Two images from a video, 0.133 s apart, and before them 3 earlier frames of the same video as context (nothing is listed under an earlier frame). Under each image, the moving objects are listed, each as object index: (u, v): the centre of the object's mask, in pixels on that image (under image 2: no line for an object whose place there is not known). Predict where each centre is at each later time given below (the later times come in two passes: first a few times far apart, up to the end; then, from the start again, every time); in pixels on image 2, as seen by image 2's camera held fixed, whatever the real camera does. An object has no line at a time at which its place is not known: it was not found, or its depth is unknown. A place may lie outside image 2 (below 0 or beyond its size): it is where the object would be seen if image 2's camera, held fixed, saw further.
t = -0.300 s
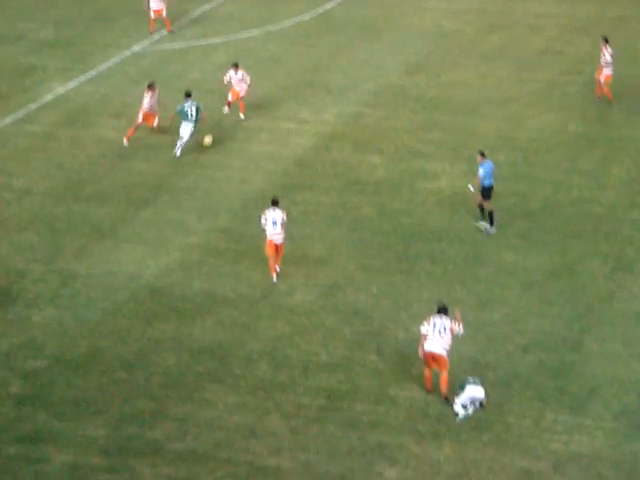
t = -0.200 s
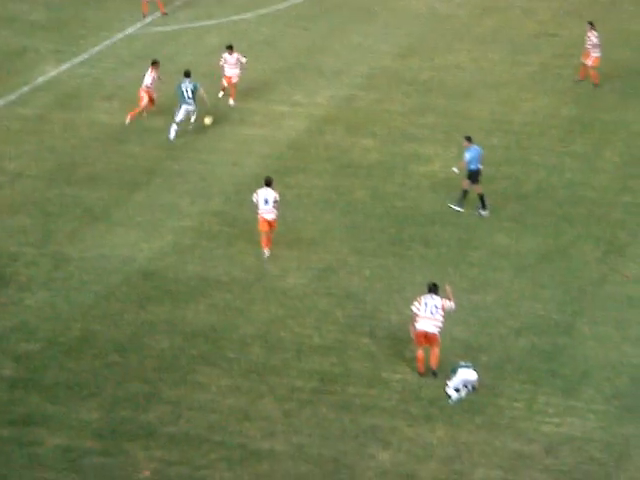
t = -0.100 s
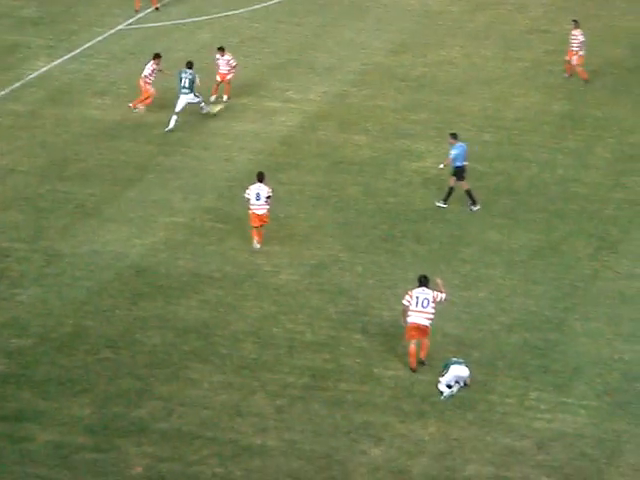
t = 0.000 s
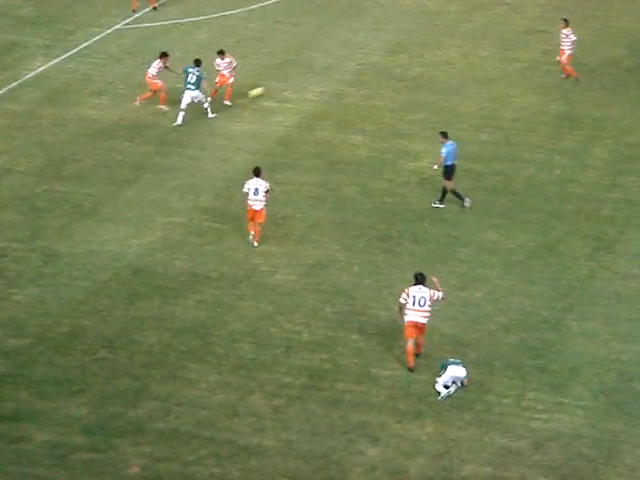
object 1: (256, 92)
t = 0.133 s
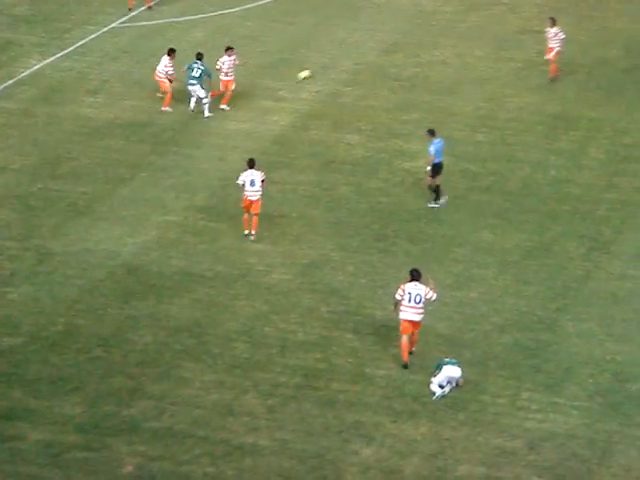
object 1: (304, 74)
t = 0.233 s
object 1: (337, 61)
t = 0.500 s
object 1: (411, 37)
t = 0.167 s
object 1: (314, 69)
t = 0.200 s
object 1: (326, 65)
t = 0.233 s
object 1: (337, 61)
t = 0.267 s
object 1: (348, 58)
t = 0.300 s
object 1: (358, 55)
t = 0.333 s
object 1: (368, 53)
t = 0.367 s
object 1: (377, 50)
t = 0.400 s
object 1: (386, 46)
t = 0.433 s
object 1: (394, 43)
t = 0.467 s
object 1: (402, 40)
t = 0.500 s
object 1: (411, 37)
